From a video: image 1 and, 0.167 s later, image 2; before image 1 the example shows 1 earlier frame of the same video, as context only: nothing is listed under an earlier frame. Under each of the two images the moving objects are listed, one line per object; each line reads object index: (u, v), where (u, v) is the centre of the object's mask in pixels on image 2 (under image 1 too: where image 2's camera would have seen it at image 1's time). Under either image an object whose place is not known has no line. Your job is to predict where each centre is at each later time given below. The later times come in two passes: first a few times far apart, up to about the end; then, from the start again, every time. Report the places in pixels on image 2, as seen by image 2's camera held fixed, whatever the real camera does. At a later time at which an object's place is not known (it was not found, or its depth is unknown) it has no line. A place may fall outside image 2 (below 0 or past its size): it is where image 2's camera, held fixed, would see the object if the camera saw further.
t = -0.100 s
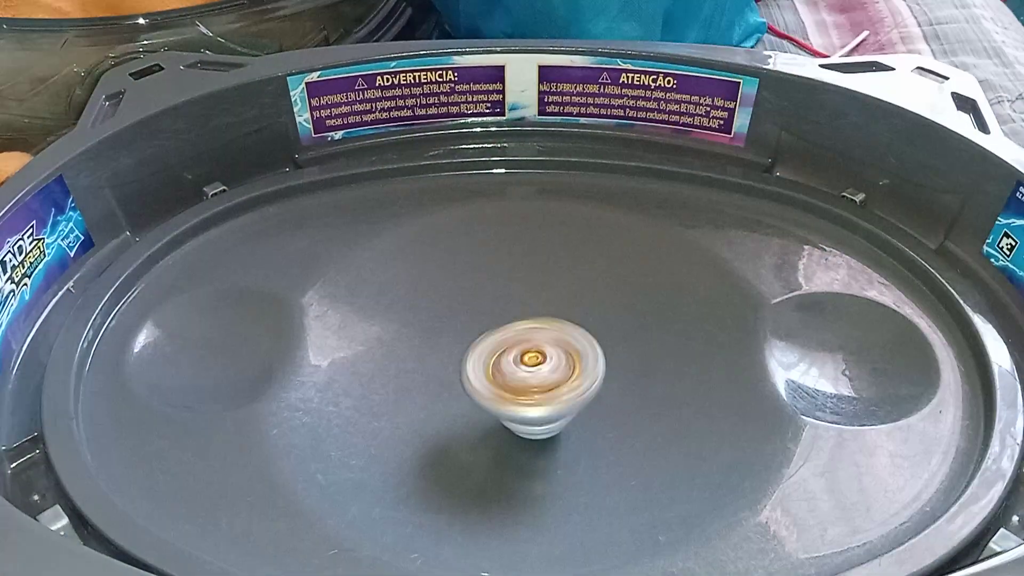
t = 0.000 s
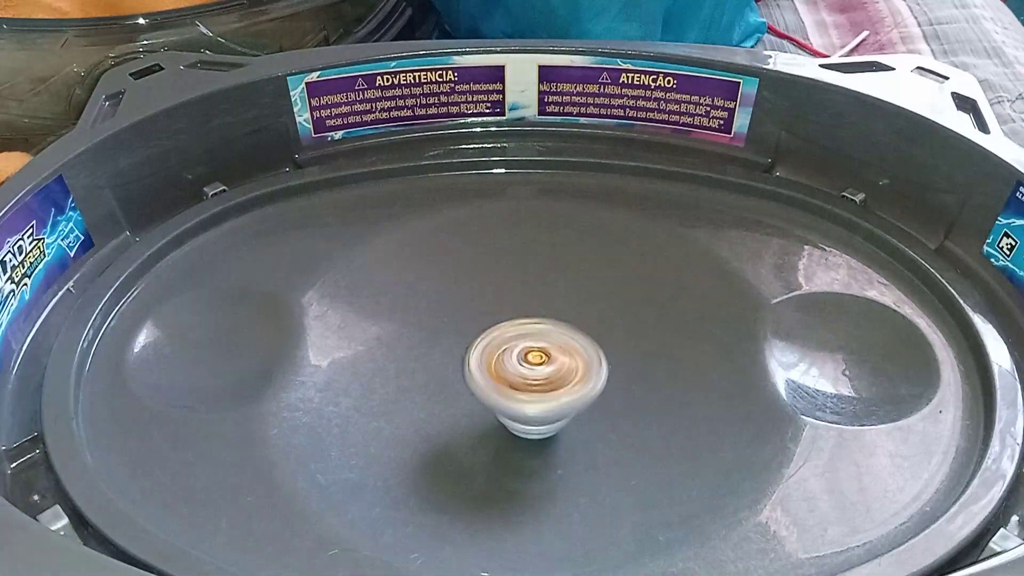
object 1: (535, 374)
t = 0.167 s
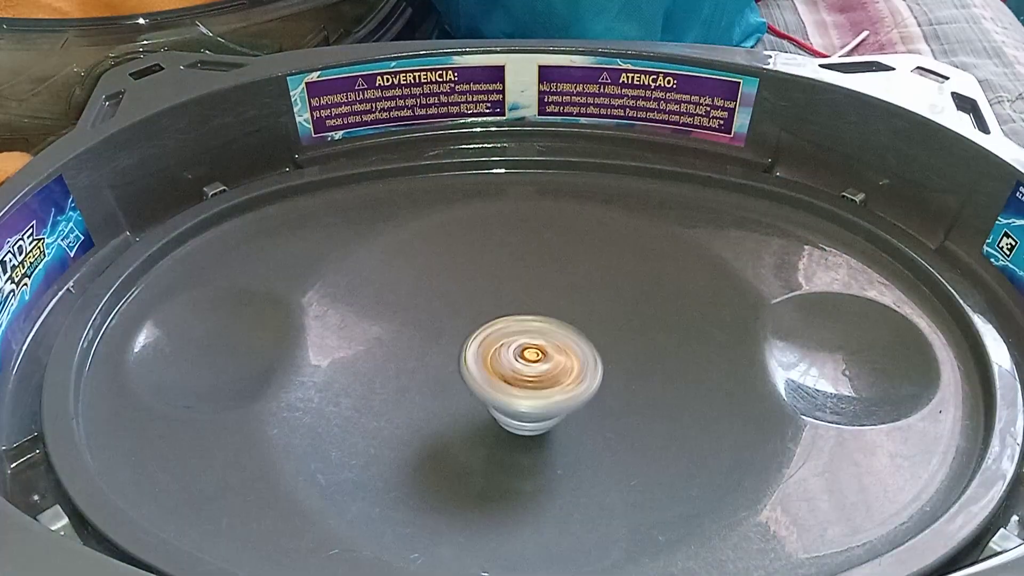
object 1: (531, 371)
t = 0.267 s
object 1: (527, 368)
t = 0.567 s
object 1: (527, 362)
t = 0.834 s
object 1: (522, 365)
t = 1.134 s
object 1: (506, 378)
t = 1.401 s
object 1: (504, 382)
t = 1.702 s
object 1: (527, 370)
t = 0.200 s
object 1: (530, 370)
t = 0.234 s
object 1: (527, 370)
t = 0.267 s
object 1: (527, 368)
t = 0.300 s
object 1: (527, 367)
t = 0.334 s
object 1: (527, 365)
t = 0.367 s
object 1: (527, 365)
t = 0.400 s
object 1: (526, 364)
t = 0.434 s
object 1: (526, 363)
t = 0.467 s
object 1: (526, 362)
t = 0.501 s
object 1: (527, 362)
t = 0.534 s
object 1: (527, 362)
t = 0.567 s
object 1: (527, 362)
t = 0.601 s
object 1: (527, 362)
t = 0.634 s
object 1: (527, 362)
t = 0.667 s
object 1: (527, 362)
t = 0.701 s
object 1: (527, 363)
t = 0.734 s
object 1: (525, 364)
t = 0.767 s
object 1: (524, 364)
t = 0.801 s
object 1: (523, 365)
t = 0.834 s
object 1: (522, 365)
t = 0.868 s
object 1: (522, 366)
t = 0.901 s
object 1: (524, 367)
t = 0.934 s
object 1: (529, 368)
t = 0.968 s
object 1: (520, 370)
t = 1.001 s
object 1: (516, 372)
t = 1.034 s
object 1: (520, 372)
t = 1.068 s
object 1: (517, 374)
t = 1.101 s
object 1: (510, 375)
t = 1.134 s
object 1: (506, 378)
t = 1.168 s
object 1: (505, 380)
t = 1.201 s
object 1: (506, 383)
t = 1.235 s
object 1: (506, 384)
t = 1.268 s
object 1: (506, 383)
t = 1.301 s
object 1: (505, 382)
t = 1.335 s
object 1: (505, 381)
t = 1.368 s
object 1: (504, 382)
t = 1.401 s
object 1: (504, 382)
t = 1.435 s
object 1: (502, 381)
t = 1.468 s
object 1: (499, 382)
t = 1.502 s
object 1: (503, 382)
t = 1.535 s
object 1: (511, 381)
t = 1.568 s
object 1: (513, 377)
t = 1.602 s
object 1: (514, 375)
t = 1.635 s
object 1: (519, 373)
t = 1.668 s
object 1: (523, 372)
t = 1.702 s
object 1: (527, 370)
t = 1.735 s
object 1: (530, 369)
